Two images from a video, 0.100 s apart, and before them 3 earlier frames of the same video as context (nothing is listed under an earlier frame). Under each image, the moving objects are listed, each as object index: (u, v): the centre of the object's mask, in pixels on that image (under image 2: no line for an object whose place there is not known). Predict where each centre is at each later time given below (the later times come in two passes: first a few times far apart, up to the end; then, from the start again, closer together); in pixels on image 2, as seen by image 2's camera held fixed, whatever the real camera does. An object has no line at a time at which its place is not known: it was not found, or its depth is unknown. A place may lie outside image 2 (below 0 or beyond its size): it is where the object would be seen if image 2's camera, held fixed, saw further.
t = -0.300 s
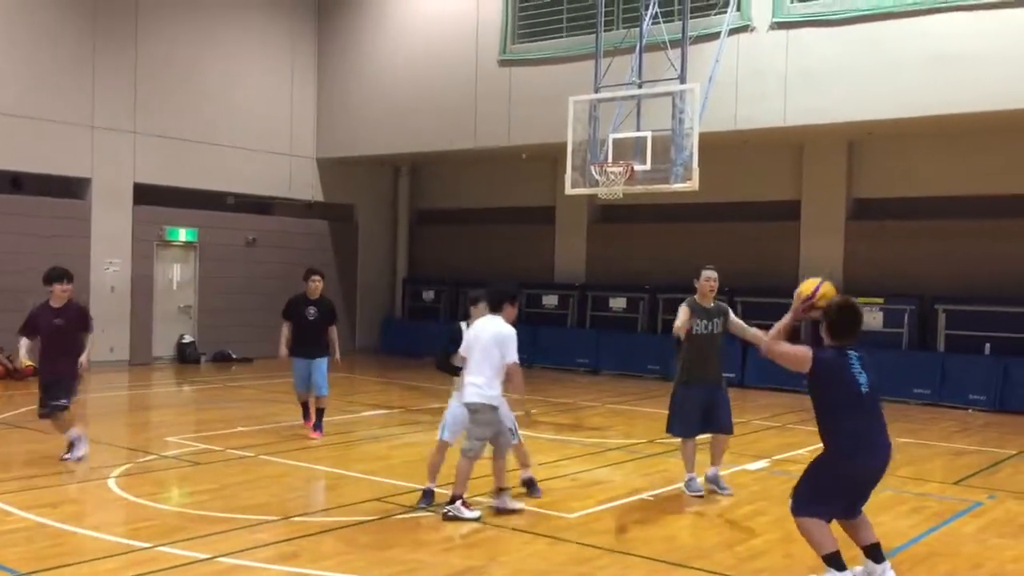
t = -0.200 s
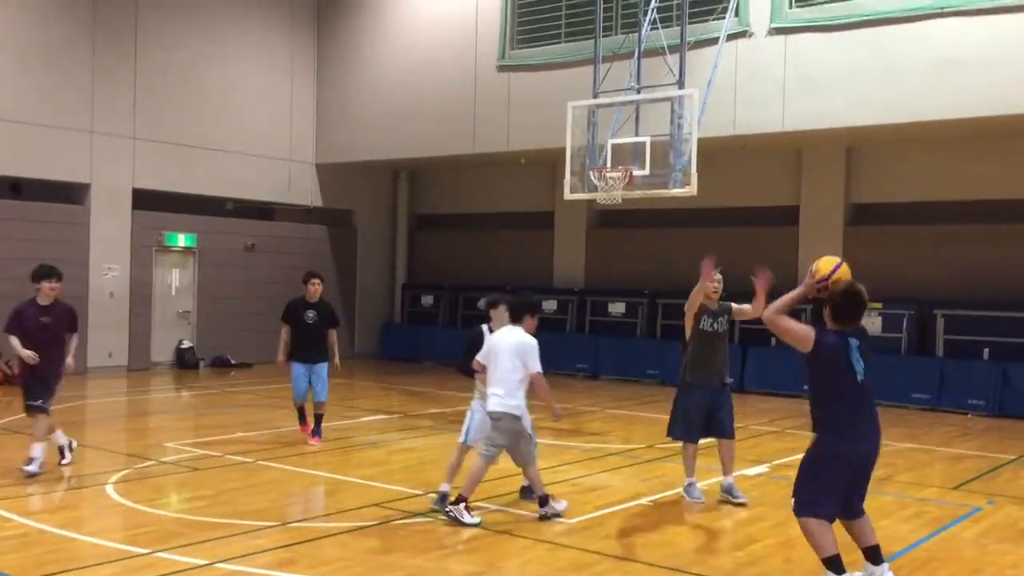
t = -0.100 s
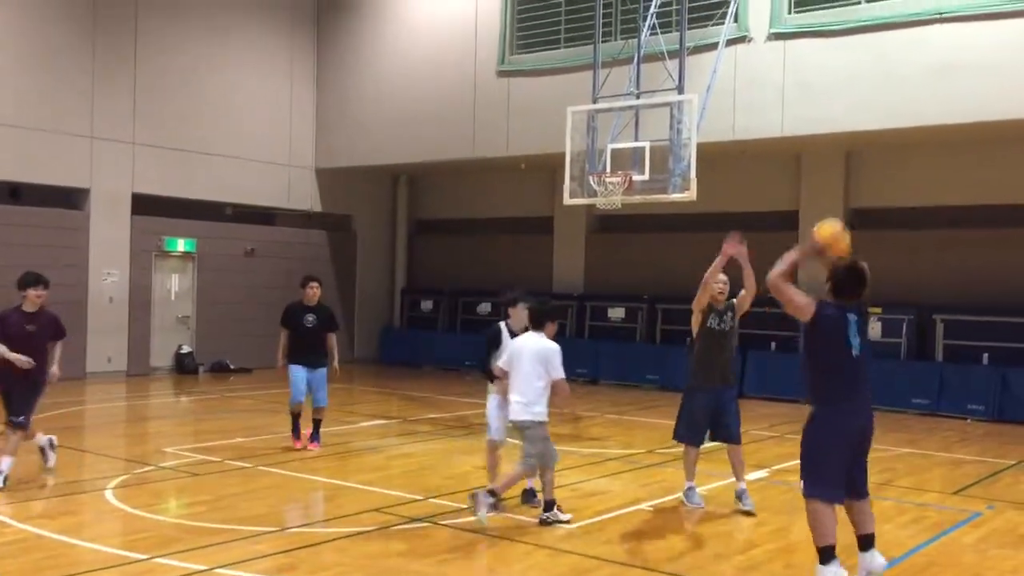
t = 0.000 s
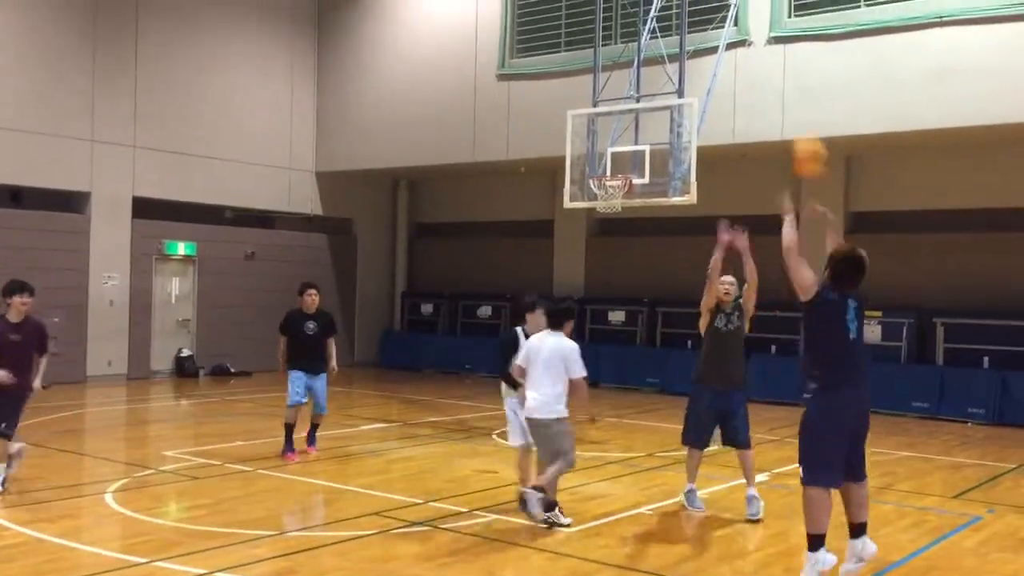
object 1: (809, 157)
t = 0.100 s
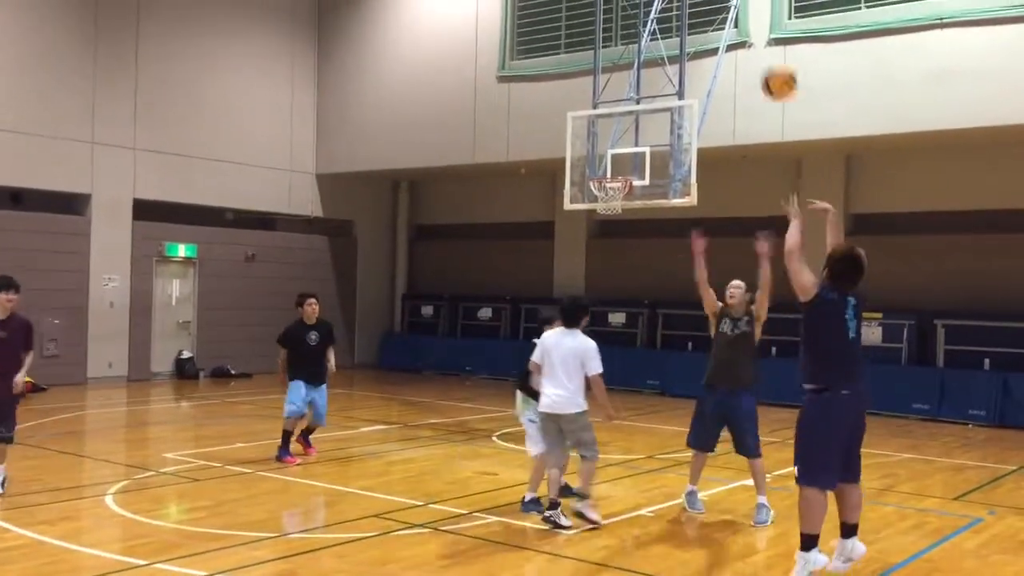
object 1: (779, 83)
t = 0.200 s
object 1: (755, 32)
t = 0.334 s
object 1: (724, 2)
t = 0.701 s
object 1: (667, 6)
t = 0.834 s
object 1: (650, 30)
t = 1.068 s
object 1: (623, 119)
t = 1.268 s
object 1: (608, 163)
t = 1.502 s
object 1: (584, 158)
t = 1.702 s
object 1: (550, 182)
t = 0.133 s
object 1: (771, 61)
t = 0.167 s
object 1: (762, 45)
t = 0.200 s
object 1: (755, 32)
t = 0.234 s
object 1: (748, 19)
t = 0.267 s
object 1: (740, 9)
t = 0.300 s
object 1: (733, 5)
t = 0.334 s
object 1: (724, 2)
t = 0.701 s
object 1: (667, 6)
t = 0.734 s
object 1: (663, 8)
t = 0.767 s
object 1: (658, 13)
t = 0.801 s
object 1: (654, 21)
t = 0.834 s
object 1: (650, 30)
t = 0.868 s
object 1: (646, 41)
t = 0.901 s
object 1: (642, 53)
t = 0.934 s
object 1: (638, 65)
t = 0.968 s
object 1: (634, 77)
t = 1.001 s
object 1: (630, 91)
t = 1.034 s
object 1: (628, 105)
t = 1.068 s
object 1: (623, 119)
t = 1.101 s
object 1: (619, 133)
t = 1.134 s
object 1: (616, 147)
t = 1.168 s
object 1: (612, 165)
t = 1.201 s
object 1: (612, 168)
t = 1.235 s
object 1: (610, 166)
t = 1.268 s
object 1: (608, 163)
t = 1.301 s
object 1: (607, 163)
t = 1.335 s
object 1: (606, 163)
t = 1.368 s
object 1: (606, 163)
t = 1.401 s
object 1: (600, 160)
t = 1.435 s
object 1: (594, 158)
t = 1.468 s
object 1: (589, 159)
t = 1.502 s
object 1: (584, 158)
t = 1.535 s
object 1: (579, 161)
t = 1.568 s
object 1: (573, 163)
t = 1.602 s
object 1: (566, 167)
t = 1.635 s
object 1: (560, 171)
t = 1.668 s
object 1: (555, 176)
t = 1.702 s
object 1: (550, 182)
